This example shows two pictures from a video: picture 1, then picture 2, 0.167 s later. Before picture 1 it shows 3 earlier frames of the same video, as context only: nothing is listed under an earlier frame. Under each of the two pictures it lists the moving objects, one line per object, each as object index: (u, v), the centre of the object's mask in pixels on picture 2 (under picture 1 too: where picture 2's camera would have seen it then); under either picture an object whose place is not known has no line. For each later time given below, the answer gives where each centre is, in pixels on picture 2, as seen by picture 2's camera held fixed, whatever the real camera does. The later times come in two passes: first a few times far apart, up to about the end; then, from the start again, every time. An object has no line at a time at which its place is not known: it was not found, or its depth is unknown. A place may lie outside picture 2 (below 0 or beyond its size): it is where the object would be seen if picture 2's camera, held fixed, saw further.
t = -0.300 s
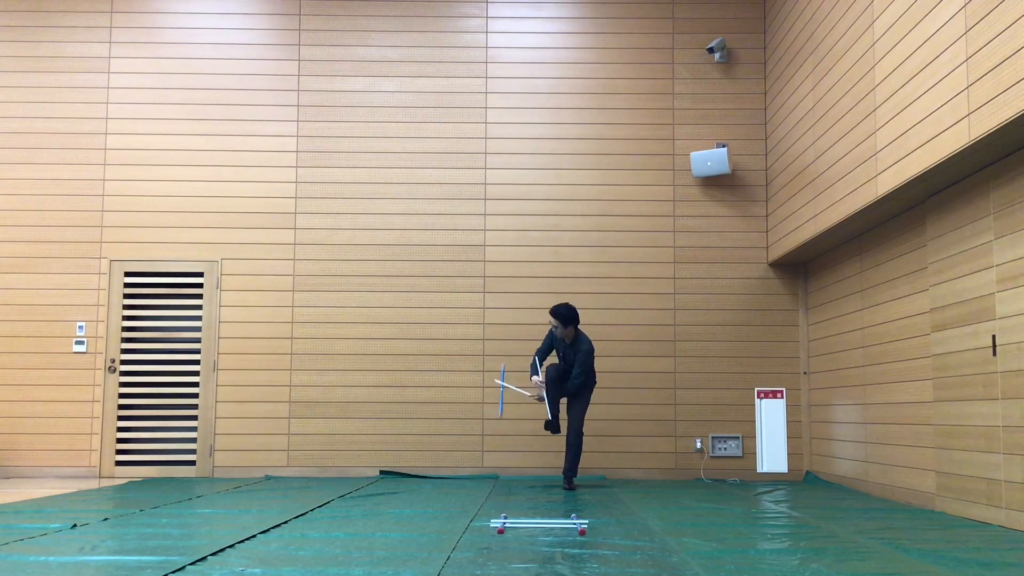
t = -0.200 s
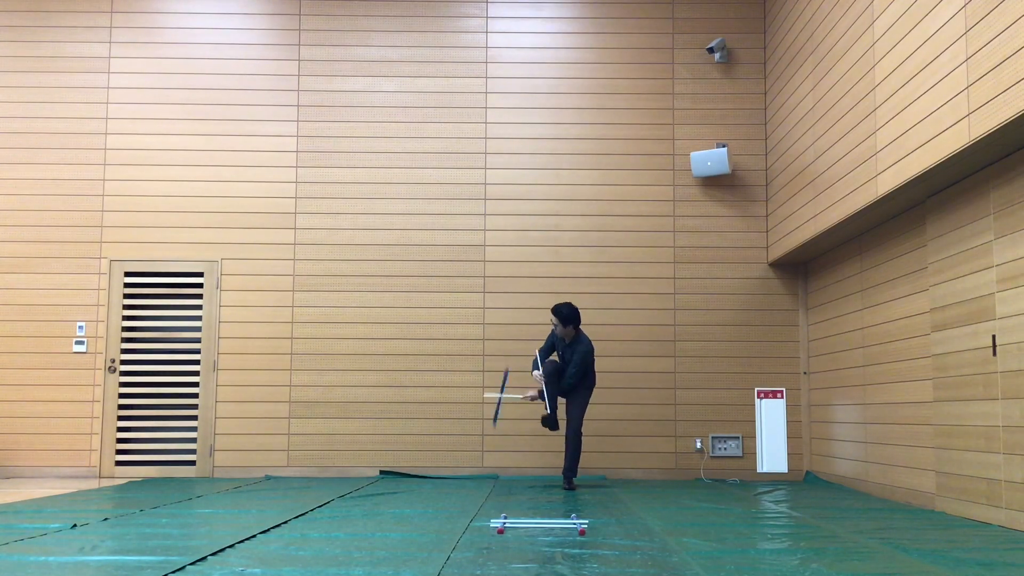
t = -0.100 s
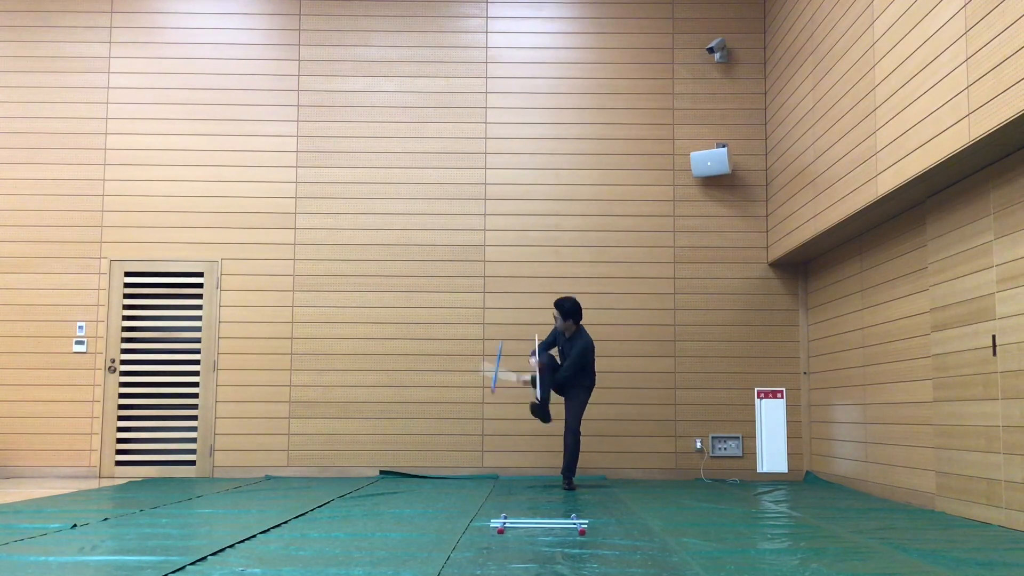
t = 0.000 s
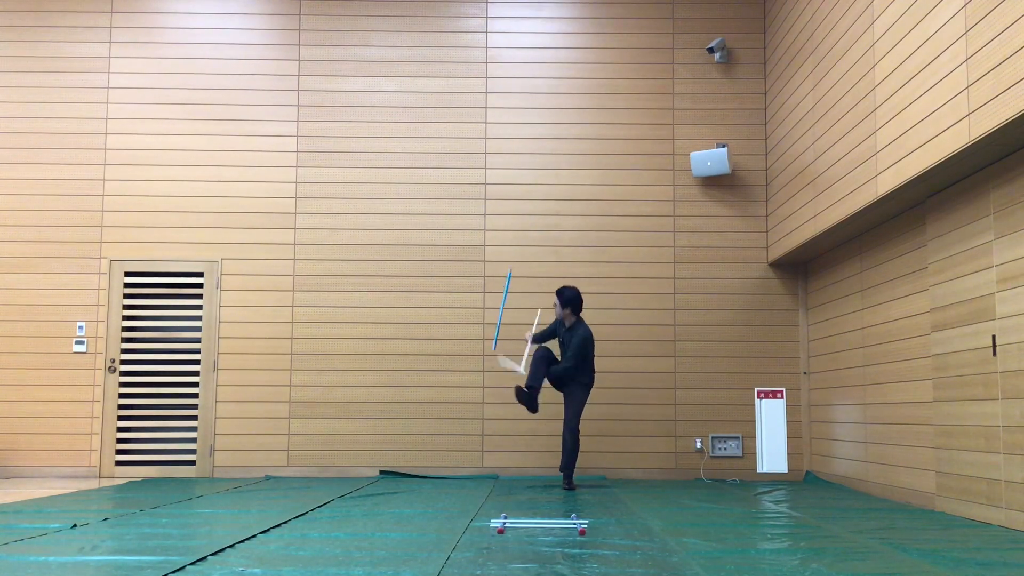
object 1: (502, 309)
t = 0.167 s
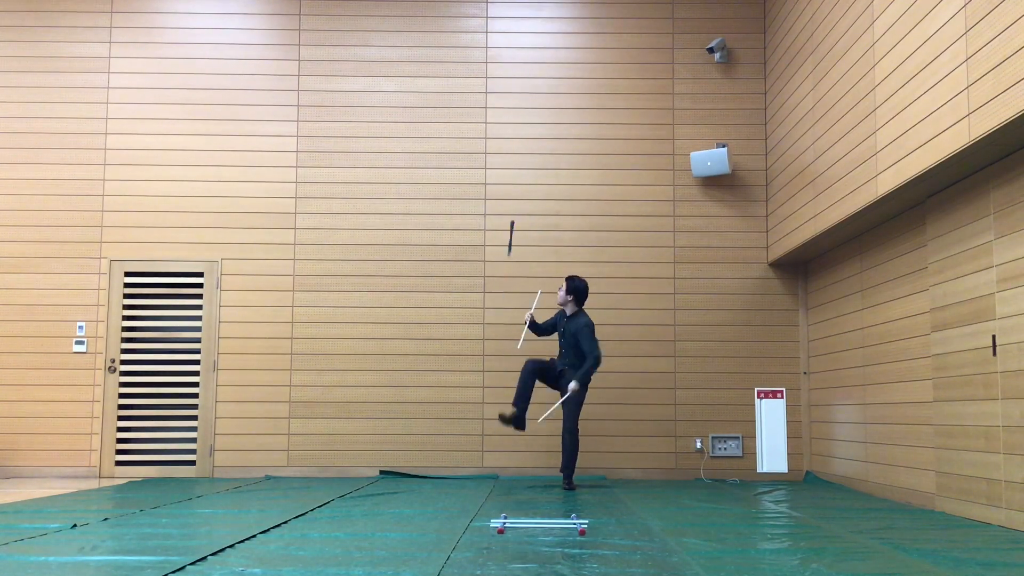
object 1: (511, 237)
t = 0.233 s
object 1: (514, 218)
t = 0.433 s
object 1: (526, 190)
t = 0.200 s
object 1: (512, 227)
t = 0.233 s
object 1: (514, 218)
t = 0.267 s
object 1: (516, 211)
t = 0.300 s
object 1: (518, 205)
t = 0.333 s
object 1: (520, 201)
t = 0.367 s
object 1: (521, 197)
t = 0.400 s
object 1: (524, 193)
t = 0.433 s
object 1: (526, 190)
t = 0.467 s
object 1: (528, 190)
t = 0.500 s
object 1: (530, 191)
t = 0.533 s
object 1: (532, 193)
